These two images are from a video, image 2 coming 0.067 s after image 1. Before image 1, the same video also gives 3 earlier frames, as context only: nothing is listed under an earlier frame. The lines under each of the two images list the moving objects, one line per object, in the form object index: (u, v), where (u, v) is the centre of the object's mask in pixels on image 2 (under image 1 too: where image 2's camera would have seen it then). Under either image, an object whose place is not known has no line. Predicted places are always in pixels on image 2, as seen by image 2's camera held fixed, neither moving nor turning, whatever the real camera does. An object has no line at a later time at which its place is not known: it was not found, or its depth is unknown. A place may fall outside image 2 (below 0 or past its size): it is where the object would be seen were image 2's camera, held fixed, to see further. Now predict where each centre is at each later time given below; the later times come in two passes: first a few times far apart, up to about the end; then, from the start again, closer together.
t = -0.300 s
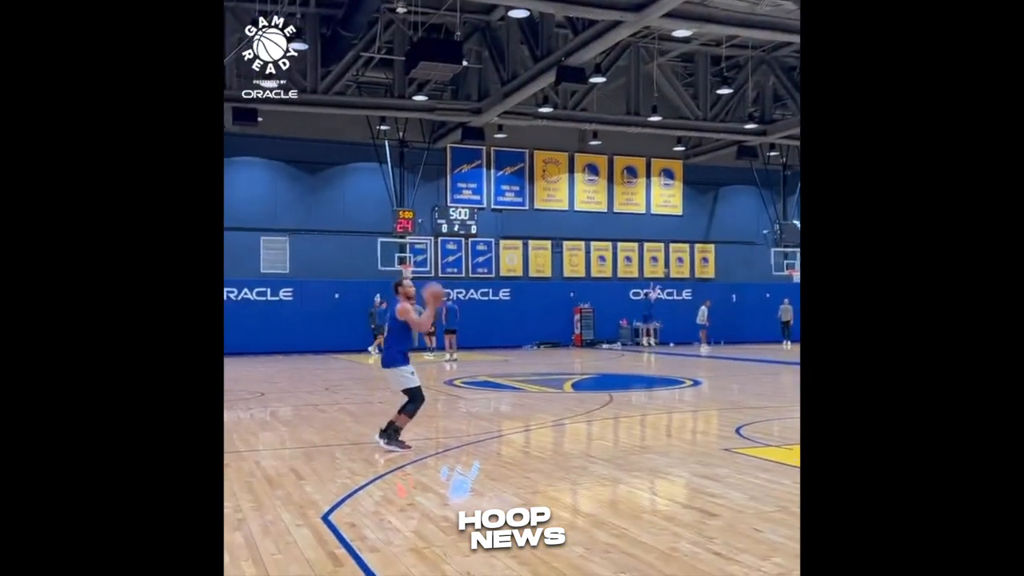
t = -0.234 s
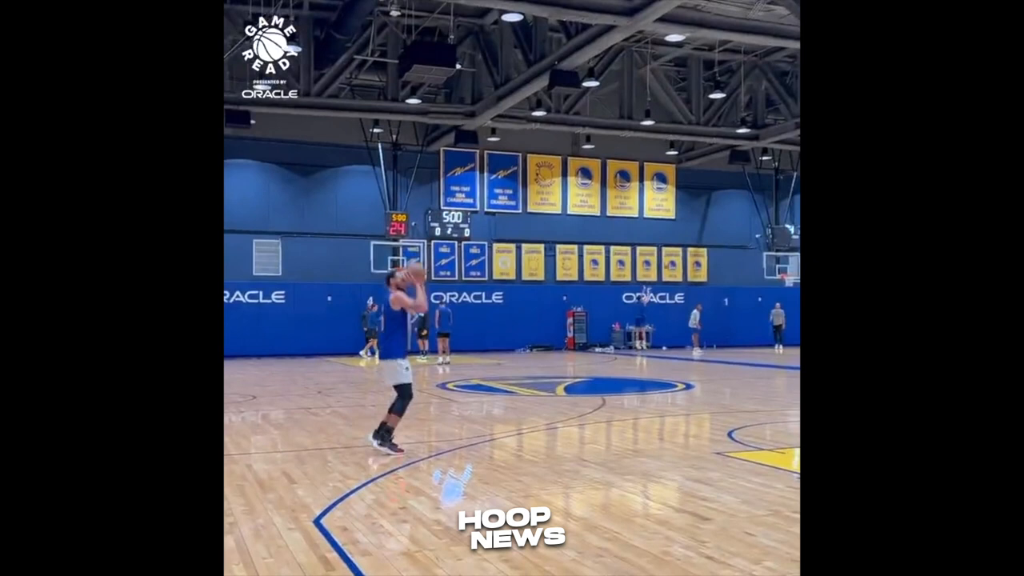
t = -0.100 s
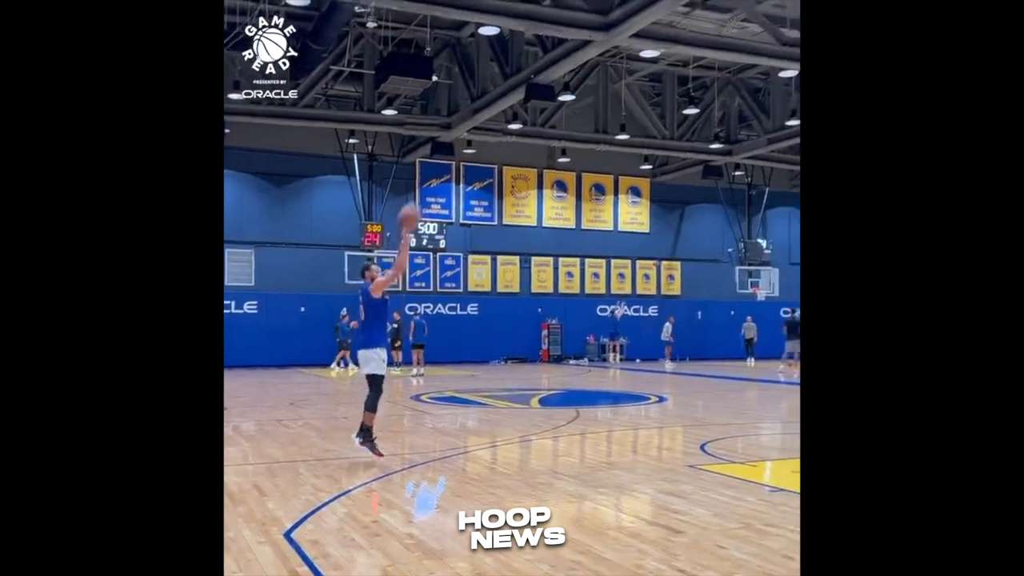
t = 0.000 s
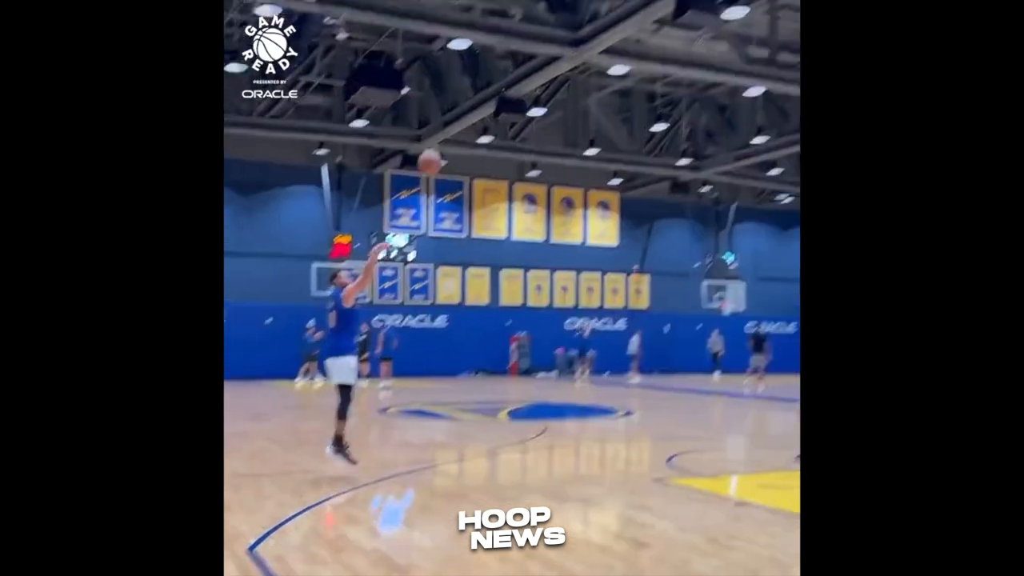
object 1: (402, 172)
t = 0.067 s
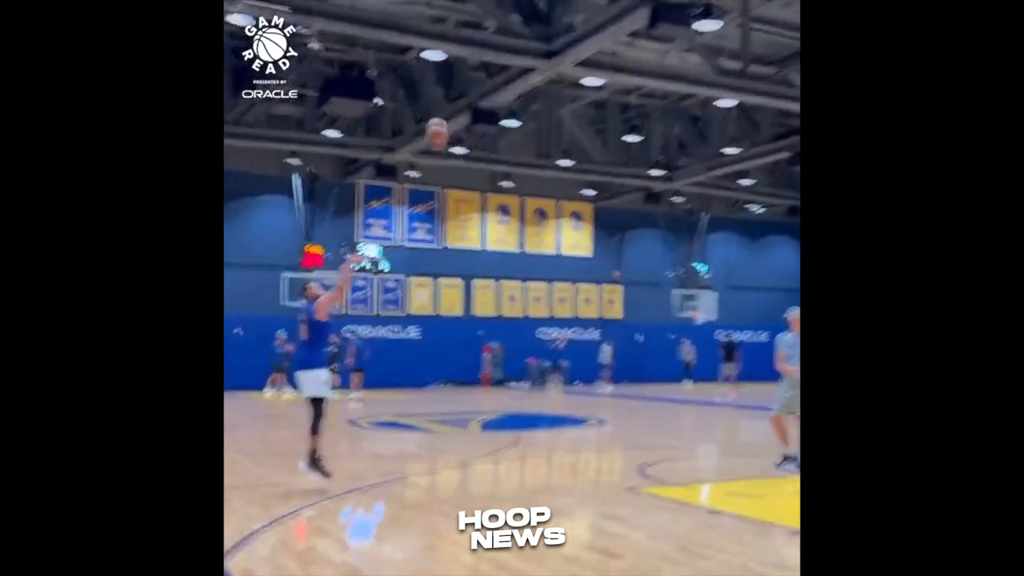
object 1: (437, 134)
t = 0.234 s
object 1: (522, 51)
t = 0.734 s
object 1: (803, -53)
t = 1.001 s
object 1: (979, -5)
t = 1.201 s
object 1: (1131, 91)
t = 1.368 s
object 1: (1239, 183)
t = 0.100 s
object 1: (454, 114)
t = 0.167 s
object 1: (488, 81)
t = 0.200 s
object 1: (505, 65)
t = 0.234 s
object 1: (522, 51)
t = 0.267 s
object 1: (540, 37)
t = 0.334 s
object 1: (576, 12)
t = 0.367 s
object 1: (593, 1)
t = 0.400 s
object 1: (611, -9)
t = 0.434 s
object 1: (629, -18)
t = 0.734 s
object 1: (803, -53)
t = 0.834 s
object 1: (866, -43)
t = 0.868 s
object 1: (889, -40)
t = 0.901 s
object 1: (910, -33)
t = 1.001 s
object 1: (979, -5)
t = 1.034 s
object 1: (1004, 7)
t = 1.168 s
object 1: (1105, 70)
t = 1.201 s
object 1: (1131, 91)
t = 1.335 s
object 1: (1229, 177)
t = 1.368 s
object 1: (1239, 183)
